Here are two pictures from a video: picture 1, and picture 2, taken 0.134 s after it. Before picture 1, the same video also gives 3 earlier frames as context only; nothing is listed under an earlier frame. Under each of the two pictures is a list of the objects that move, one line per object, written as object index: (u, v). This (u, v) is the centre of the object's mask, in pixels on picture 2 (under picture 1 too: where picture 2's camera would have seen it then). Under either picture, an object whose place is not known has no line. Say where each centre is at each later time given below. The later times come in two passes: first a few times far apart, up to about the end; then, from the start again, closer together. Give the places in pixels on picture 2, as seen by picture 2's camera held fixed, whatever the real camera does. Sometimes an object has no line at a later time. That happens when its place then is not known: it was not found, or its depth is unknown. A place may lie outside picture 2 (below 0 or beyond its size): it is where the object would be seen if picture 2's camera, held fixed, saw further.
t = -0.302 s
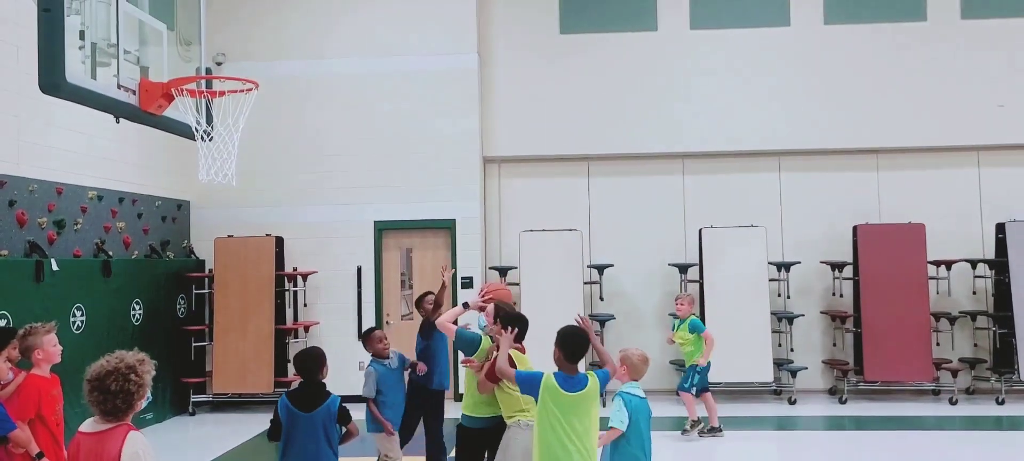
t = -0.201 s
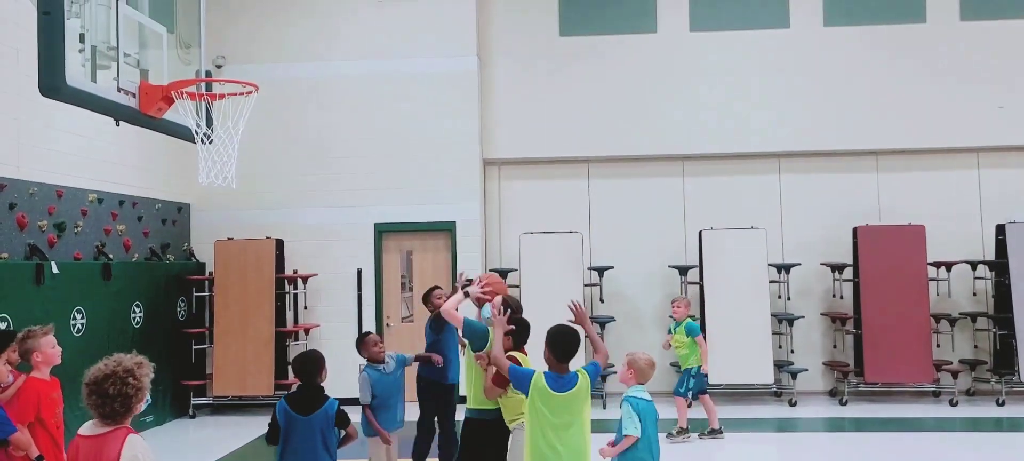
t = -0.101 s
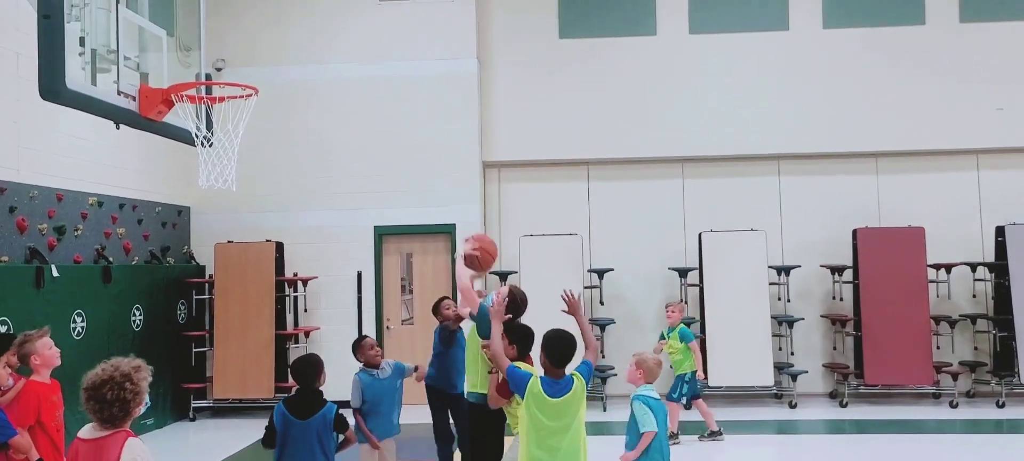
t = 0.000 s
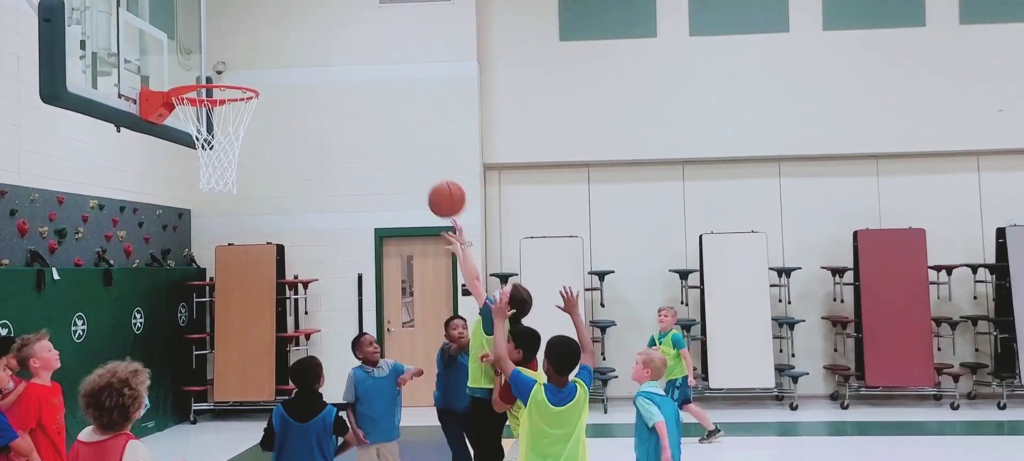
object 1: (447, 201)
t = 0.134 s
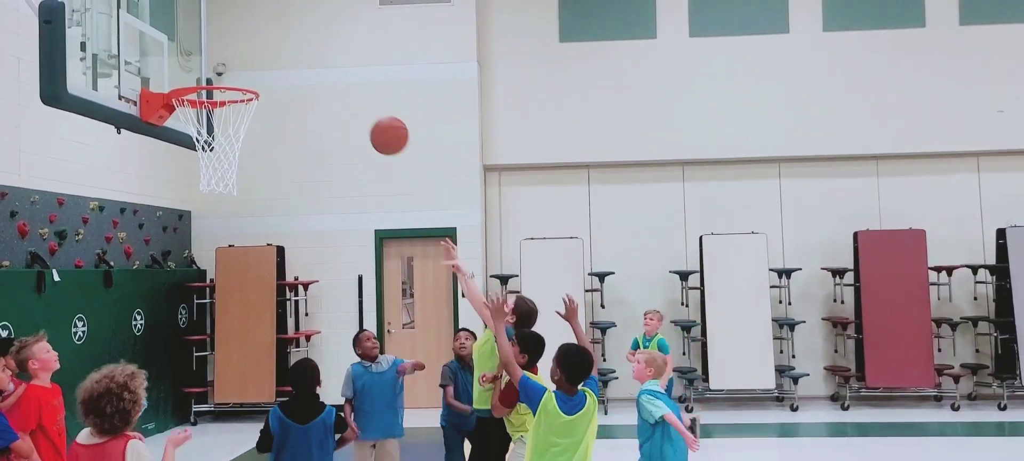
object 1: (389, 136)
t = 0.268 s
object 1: (331, 98)
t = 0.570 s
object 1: (241, 101)
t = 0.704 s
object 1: (234, 134)
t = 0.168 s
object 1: (375, 124)
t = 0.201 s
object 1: (360, 113)
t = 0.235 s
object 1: (345, 105)
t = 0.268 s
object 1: (331, 98)
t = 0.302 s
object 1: (316, 92)
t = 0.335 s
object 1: (301, 89)
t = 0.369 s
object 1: (286, 88)
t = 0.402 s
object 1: (272, 88)
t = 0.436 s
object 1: (260, 88)
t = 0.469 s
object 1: (245, 93)
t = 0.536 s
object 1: (242, 97)
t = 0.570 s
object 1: (241, 101)
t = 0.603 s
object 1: (239, 108)
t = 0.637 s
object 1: (237, 115)
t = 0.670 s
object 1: (236, 123)
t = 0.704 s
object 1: (234, 134)
